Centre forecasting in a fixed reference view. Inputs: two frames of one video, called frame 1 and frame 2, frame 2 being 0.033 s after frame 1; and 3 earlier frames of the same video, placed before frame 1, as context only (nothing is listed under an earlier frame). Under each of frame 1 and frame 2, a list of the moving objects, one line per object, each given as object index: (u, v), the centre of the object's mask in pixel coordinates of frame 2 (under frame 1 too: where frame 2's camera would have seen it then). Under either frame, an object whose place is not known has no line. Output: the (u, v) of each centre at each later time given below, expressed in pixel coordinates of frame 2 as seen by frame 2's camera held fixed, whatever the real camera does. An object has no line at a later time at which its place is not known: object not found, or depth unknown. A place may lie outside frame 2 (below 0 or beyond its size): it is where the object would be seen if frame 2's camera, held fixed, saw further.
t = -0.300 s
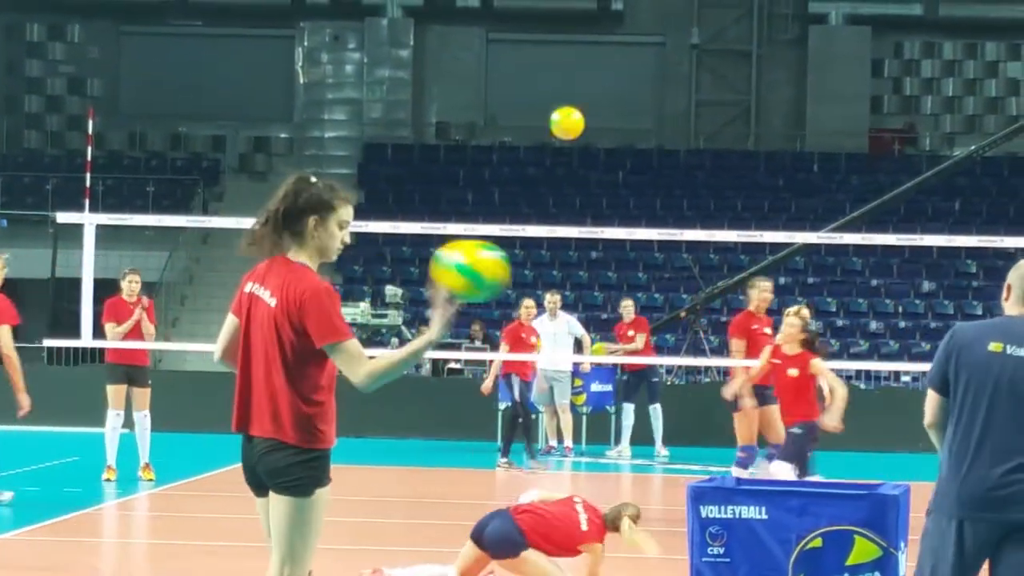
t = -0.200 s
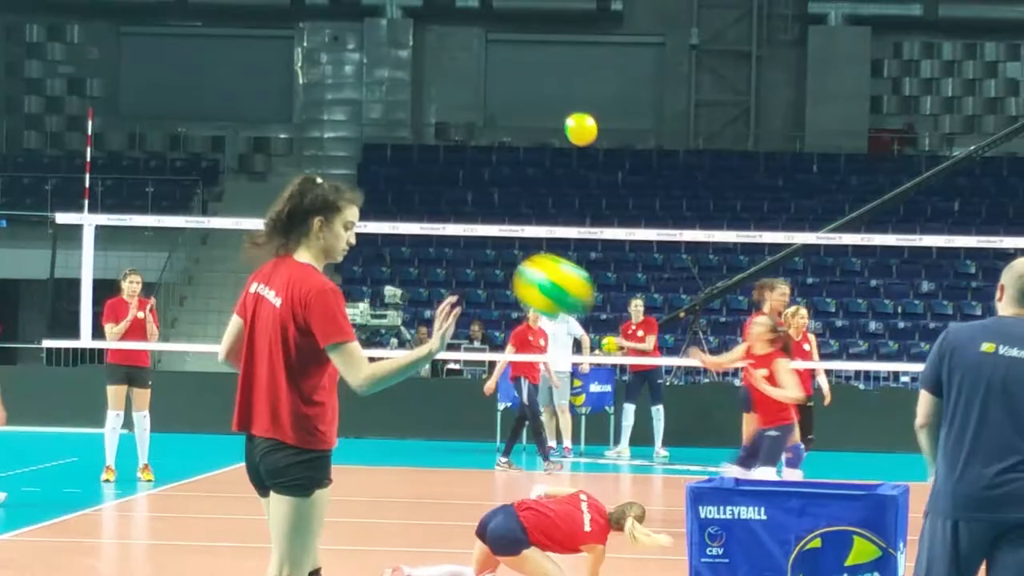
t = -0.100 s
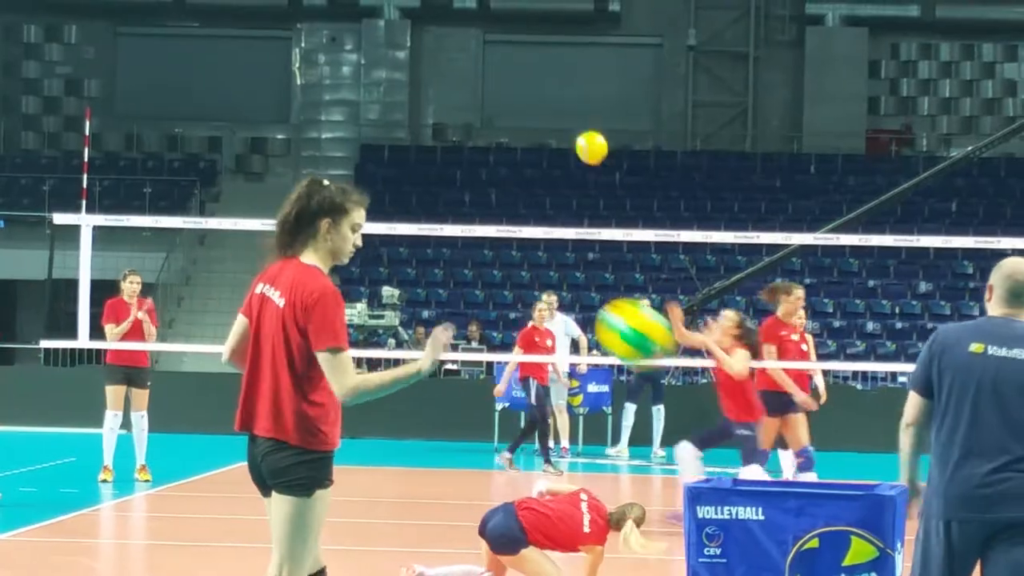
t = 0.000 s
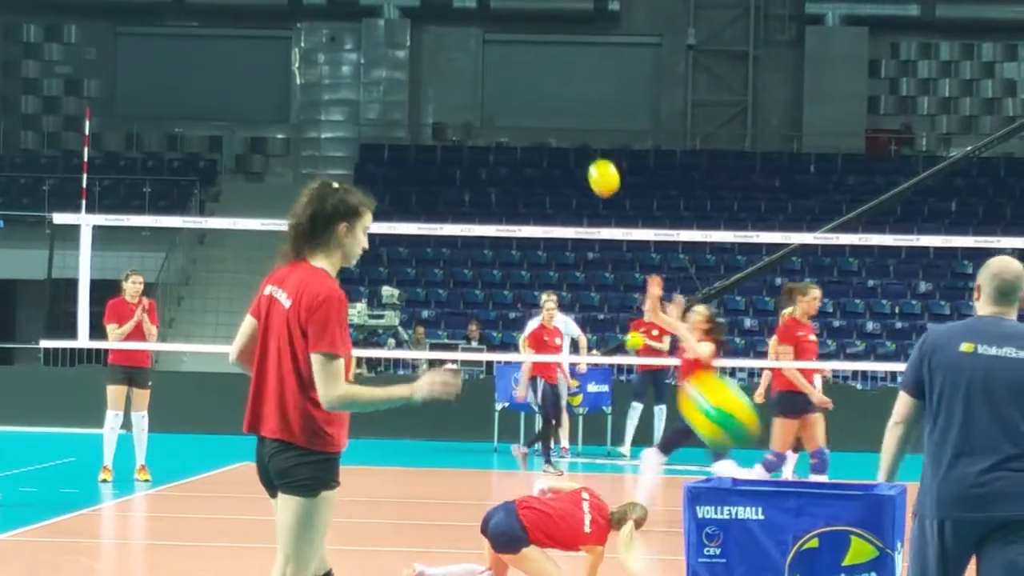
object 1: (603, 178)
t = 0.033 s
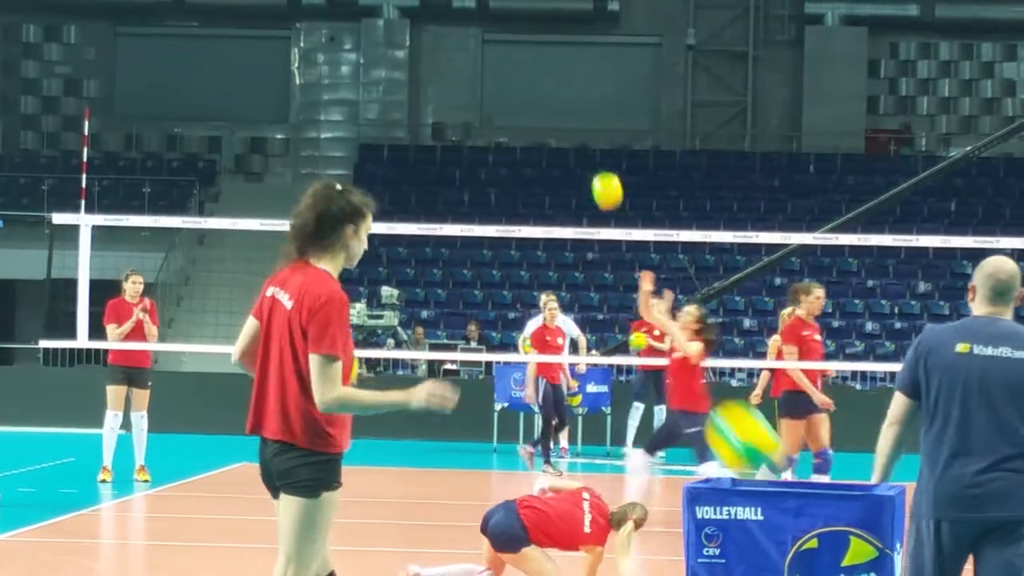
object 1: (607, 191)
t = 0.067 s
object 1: (611, 205)
